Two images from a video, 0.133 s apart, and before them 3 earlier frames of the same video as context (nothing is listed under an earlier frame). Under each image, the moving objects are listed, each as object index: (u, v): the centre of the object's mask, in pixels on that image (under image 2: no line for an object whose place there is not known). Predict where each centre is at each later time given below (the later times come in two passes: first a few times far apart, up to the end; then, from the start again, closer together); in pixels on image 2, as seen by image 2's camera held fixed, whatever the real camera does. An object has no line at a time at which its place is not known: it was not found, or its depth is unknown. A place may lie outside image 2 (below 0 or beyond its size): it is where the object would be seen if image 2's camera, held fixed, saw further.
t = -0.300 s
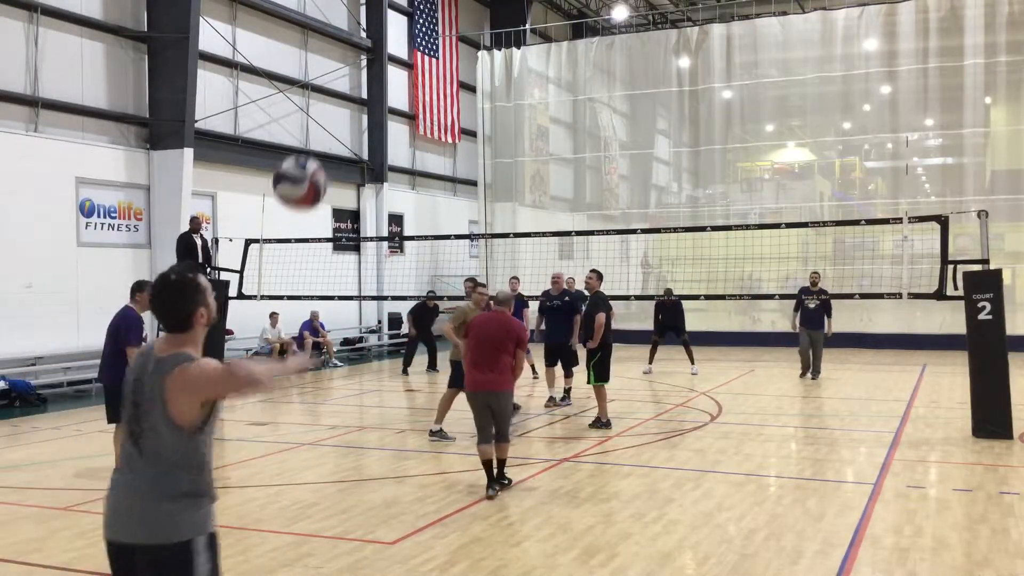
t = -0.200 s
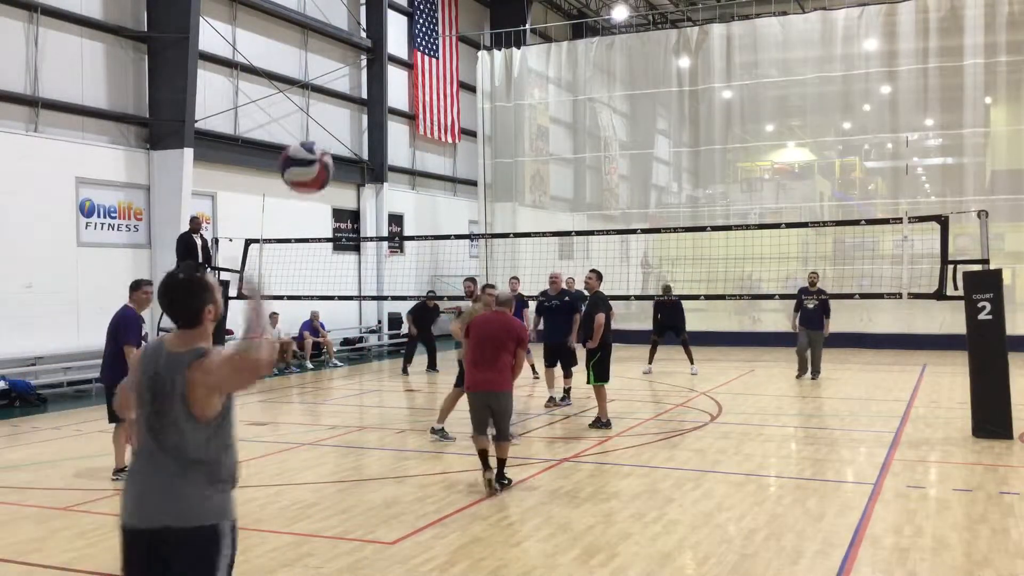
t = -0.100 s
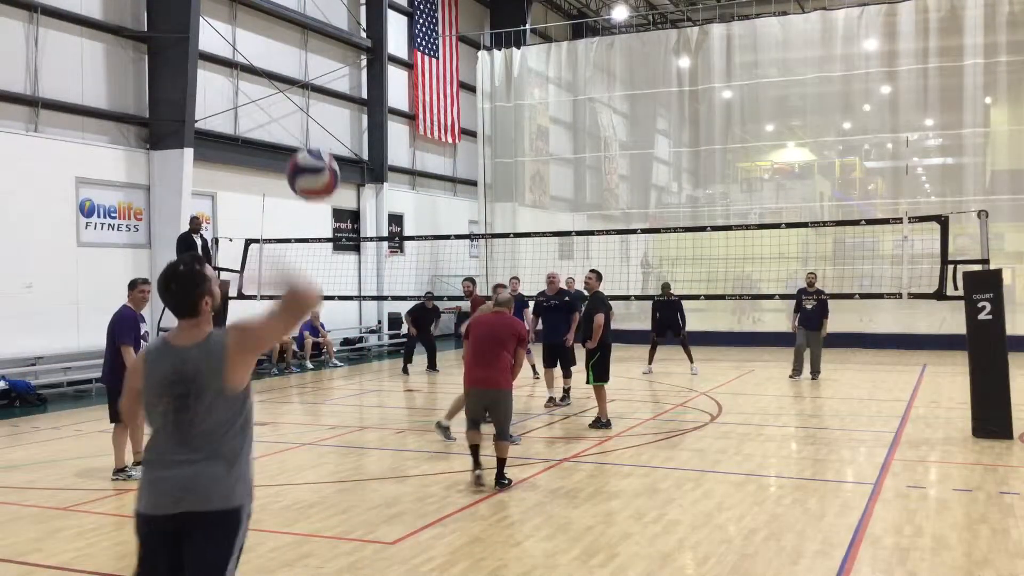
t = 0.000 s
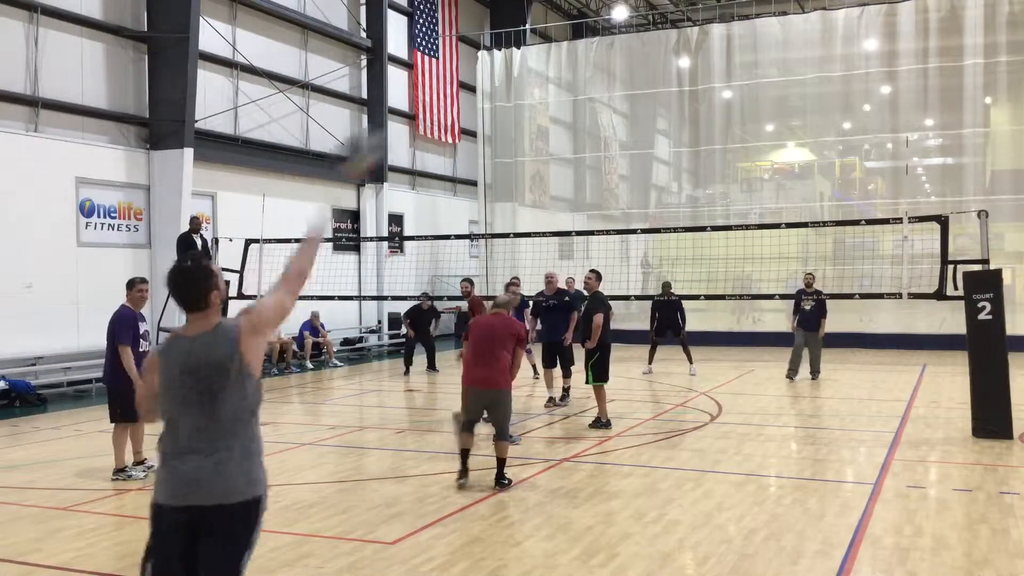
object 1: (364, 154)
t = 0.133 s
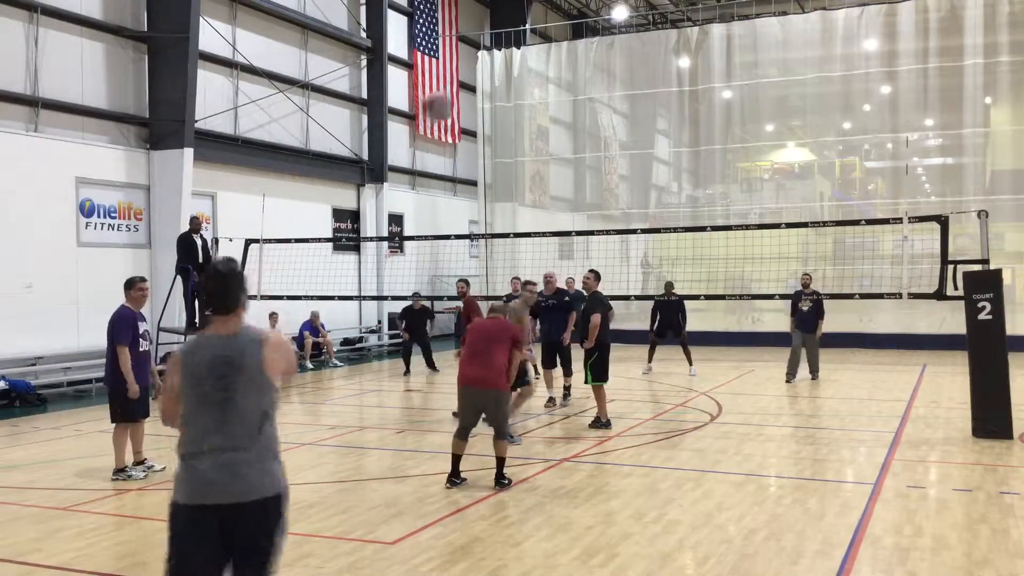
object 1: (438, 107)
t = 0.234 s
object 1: (474, 104)
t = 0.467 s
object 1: (520, 133)
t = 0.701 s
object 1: (544, 192)
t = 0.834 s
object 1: (553, 227)
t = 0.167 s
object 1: (452, 104)
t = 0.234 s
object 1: (474, 104)
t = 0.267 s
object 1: (485, 105)
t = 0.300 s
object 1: (494, 108)
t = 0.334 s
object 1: (500, 111)
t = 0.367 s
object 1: (506, 115)
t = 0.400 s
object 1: (511, 121)
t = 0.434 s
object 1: (515, 127)
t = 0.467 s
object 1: (520, 133)
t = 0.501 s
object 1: (524, 140)
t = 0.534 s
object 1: (528, 148)
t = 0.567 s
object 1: (530, 155)
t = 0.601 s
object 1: (534, 164)
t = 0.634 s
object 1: (537, 173)
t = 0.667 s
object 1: (540, 181)
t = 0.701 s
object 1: (544, 192)
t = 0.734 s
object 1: (546, 202)
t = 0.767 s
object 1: (548, 212)
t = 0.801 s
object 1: (551, 221)
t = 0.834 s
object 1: (553, 227)
